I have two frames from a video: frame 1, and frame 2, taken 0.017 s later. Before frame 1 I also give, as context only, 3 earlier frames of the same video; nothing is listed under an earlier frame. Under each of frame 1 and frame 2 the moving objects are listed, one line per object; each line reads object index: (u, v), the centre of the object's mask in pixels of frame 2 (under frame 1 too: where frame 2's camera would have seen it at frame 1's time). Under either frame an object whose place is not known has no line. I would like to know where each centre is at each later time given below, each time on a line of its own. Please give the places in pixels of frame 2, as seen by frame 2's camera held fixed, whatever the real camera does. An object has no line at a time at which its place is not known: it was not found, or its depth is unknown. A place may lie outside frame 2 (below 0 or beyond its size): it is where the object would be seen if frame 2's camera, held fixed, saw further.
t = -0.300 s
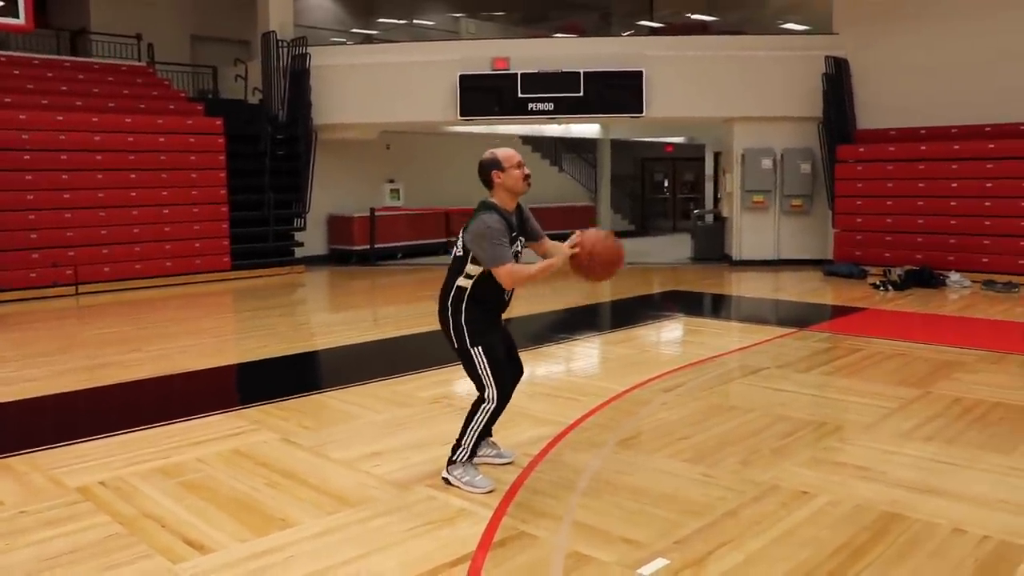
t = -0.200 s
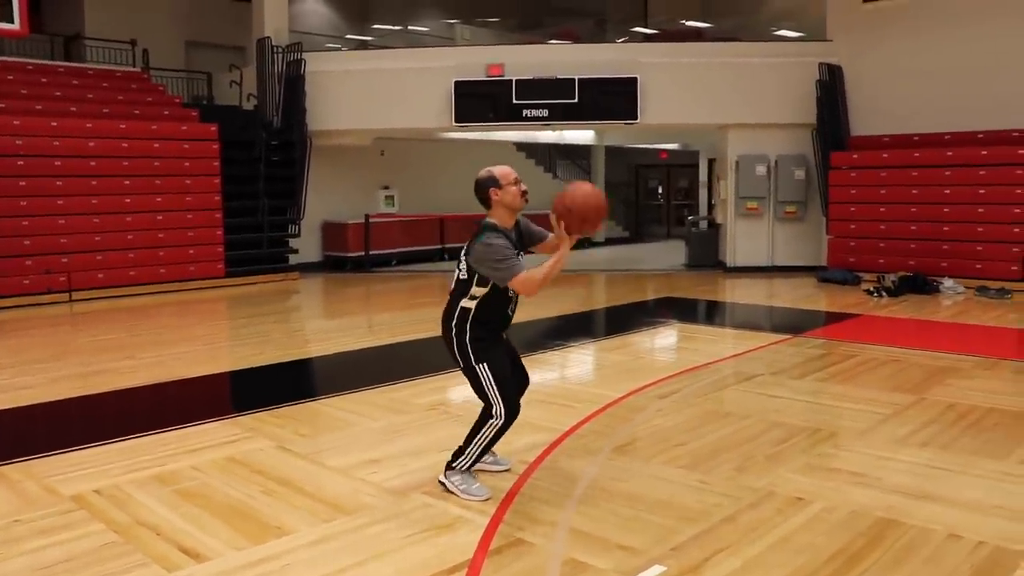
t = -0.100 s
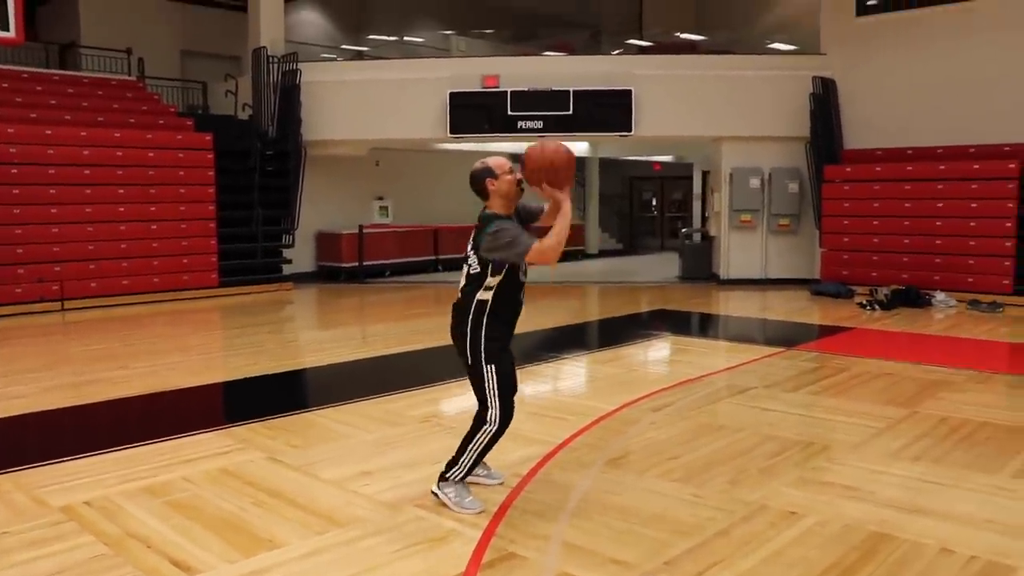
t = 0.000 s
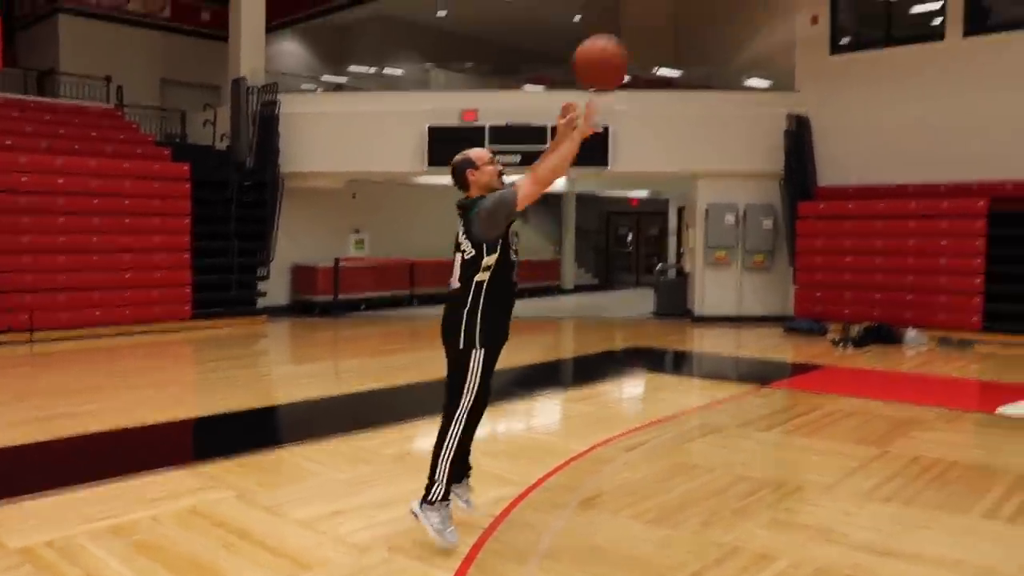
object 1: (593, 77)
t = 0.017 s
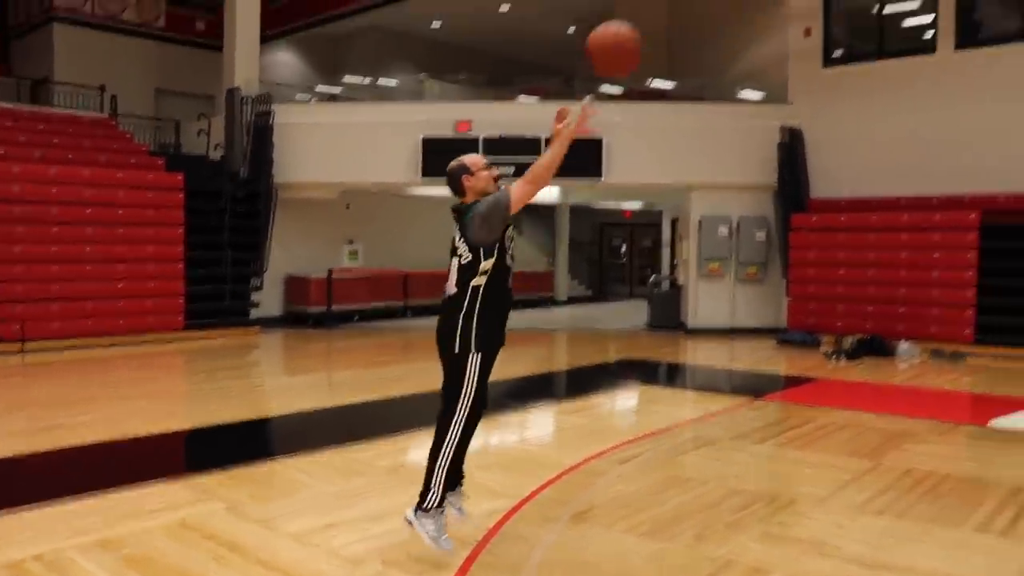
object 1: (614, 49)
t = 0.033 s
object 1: (635, 21)
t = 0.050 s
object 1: (655, -5)
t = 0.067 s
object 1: (676, -28)
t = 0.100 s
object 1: (719, -73)
